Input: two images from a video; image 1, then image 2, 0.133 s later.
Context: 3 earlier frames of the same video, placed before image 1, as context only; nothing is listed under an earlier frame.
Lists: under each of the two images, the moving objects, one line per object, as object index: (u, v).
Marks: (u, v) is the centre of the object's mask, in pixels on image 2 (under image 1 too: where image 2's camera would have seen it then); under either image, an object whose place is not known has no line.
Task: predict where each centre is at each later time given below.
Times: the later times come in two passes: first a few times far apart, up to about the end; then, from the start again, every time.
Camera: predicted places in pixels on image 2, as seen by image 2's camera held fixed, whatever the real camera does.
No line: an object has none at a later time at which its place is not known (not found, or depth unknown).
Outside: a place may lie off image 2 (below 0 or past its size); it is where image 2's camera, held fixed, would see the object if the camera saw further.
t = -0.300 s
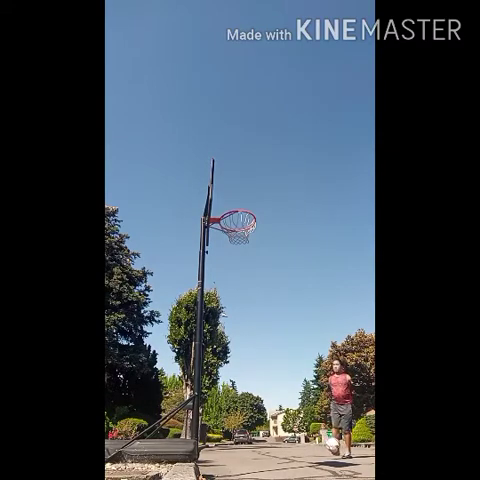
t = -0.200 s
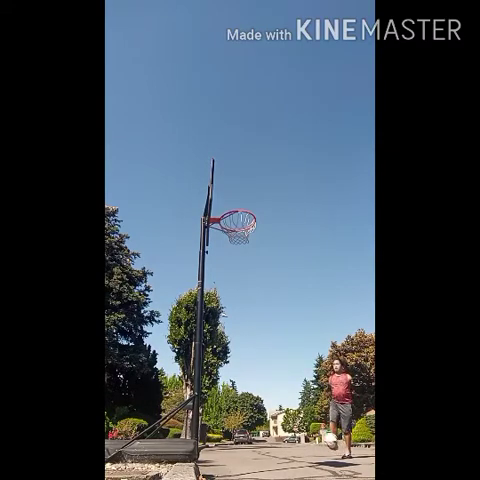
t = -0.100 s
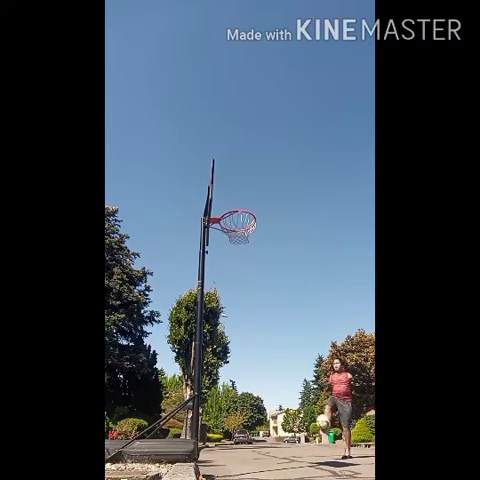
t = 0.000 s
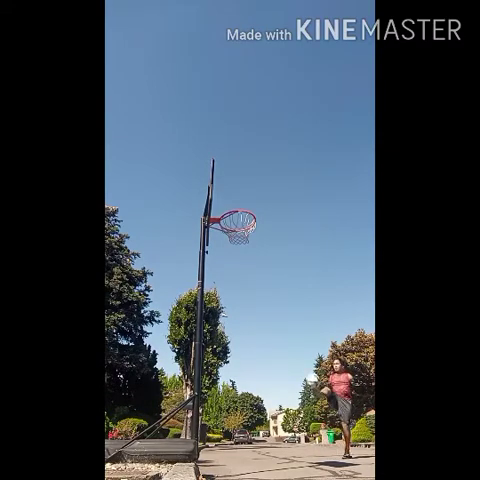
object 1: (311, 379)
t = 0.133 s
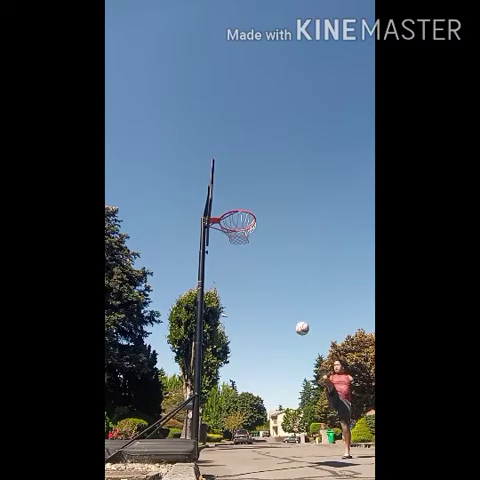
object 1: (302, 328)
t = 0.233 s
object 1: (294, 297)
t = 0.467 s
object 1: (277, 248)
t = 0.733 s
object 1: (260, 225)
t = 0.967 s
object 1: (241, 237)
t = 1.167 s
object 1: (222, 277)
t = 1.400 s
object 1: (234, 379)
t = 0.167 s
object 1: (299, 317)
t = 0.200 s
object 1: (297, 307)
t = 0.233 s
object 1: (294, 297)
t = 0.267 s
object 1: (292, 288)
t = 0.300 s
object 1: (290, 280)
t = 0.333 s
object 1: (287, 273)
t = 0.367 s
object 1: (285, 265)
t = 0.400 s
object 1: (282, 259)
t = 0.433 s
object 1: (280, 253)
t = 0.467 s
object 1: (277, 248)
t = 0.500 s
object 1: (275, 243)
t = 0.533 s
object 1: (273, 239)
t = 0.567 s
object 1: (271, 235)
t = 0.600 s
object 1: (269, 232)
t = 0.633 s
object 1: (266, 230)
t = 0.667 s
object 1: (264, 227)
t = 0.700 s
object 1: (262, 226)
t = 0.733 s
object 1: (260, 225)
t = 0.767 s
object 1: (258, 224)
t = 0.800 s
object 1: (255, 224)
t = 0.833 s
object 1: (253, 225)
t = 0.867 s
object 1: (250, 226)
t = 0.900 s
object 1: (249, 227)
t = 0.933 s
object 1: (244, 230)
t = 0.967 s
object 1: (241, 237)
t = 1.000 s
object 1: (239, 239)
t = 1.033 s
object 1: (235, 247)
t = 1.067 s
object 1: (232, 252)
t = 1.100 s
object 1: (229, 259)
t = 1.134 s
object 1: (225, 267)
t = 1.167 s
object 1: (222, 277)
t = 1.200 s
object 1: (218, 287)
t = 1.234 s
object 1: (213, 301)
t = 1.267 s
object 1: (212, 315)
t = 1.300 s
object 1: (217, 328)
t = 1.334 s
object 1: (223, 344)
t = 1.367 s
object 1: (228, 361)
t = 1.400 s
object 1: (234, 379)
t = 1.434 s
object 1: (239, 399)
